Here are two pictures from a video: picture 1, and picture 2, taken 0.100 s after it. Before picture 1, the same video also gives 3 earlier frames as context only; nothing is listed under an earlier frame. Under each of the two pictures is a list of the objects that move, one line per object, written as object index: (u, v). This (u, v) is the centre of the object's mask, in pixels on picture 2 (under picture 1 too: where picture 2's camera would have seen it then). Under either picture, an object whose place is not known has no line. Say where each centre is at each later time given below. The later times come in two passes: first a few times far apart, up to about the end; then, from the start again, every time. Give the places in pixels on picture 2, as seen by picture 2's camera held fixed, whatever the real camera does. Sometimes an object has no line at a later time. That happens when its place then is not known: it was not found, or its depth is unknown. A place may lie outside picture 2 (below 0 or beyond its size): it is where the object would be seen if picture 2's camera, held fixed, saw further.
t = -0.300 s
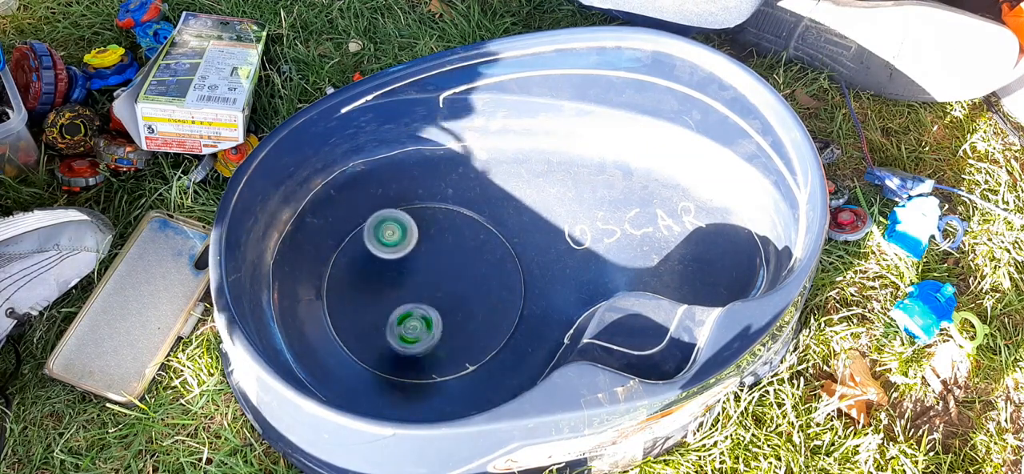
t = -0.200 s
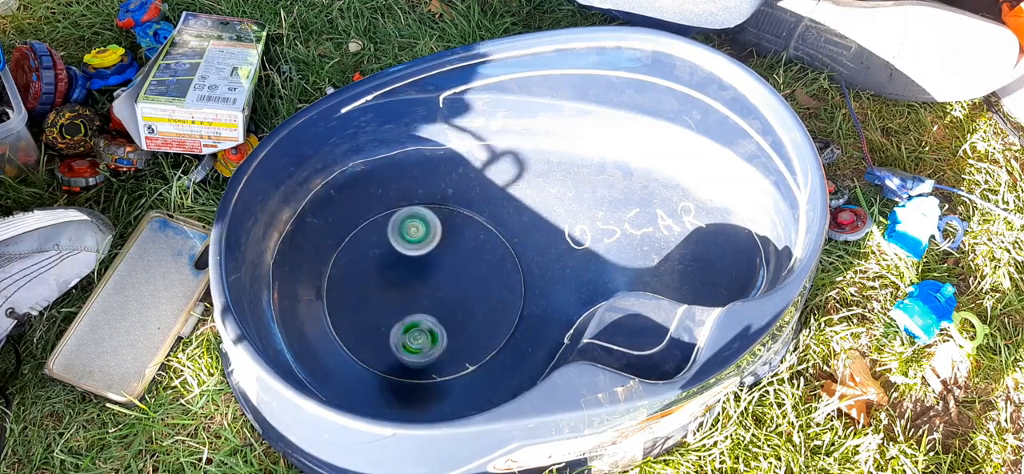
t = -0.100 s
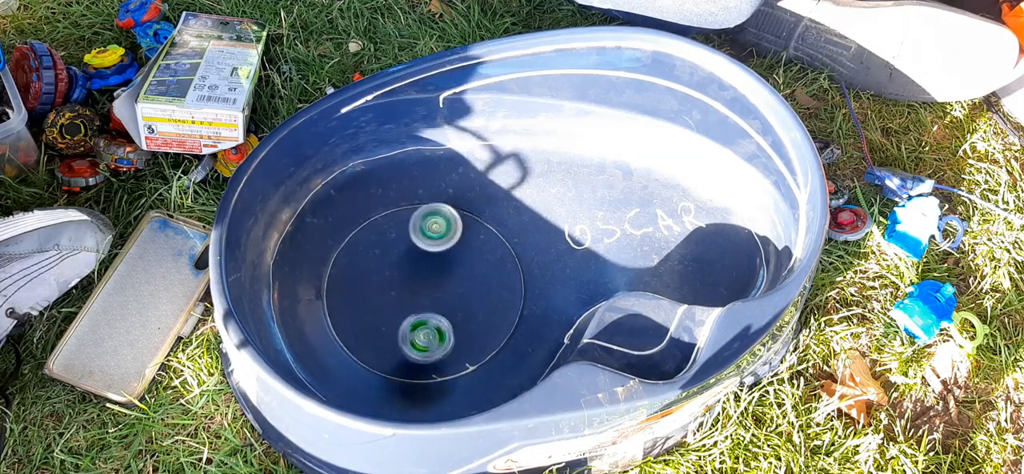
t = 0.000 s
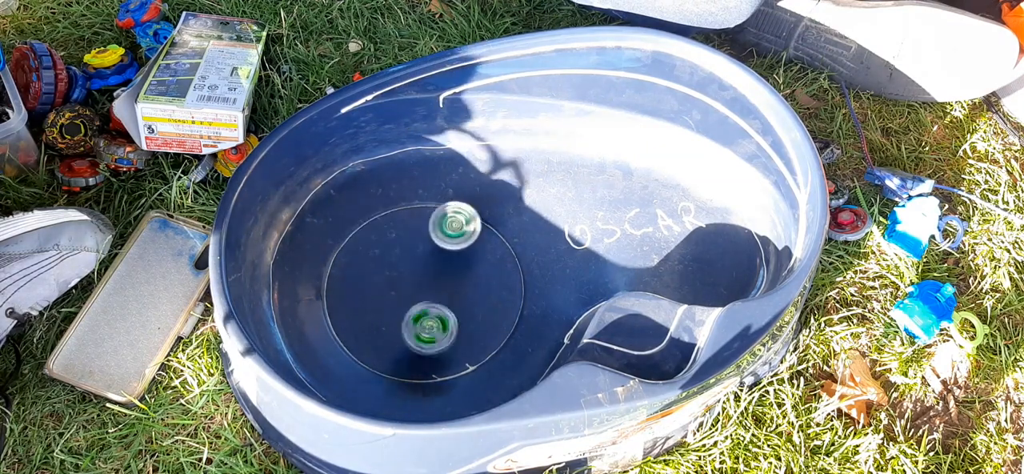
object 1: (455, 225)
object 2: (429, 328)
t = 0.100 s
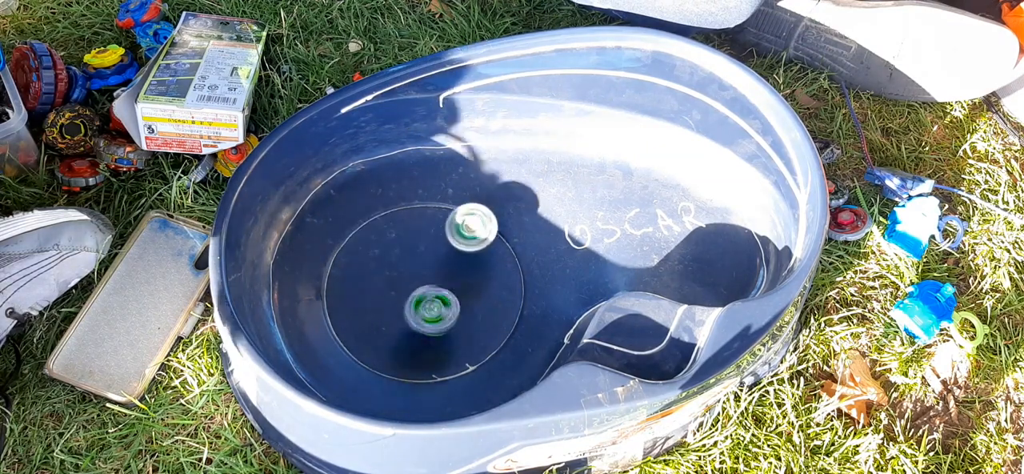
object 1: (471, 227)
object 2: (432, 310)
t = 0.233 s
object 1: (487, 236)
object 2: (428, 282)
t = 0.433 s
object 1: (493, 258)
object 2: (412, 242)
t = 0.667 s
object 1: (489, 287)
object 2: (384, 216)
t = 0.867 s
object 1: (488, 307)
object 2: (377, 230)
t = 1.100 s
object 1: (463, 319)
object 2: (386, 263)
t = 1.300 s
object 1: (443, 331)
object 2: (402, 281)
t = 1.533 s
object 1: (424, 322)
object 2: (405, 267)
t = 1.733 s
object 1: (417, 308)
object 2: (403, 255)
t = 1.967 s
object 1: (378, 314)
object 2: (413, 228)
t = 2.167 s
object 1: (369, 318)
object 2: (446, 193)
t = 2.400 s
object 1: (396, 307)
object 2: (459, 263)
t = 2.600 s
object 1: (385, 307)
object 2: (440, 291)
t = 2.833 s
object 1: (378, 297)
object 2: (431, 293)
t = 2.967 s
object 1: (376, 289)
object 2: (426, 302)
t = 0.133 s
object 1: (476, 228)
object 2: (432, 303)
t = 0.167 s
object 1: (480, 230)
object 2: (431, 297)
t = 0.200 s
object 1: (484, 233)
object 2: (430, 289)
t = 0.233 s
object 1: (487, 236)
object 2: (428, 282)
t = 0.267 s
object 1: (488, 240)
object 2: (426, 275)
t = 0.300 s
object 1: (491, 243)
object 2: (424, 267)
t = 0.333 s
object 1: (492, 246)
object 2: (421, 261)
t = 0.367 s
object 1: (493, 250)
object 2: (418, 254)
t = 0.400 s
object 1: (493, 254)
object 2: (415, 248)
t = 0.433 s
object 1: (493, 258)
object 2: (412, 242)
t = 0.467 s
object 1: (493, 261)
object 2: (409, 236)
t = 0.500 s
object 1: (493, 264)
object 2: (405, 231)
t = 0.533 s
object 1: (493, 269)
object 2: (402, 227)
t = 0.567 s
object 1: (493, 273)
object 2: (398, 223)
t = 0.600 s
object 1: (491, 278)
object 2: (393, 220)
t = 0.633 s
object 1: (490, 283)
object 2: (389, 218)
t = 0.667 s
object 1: (489, 287)
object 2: (384, 216)
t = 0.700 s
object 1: (489, 292)
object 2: (383, 216)
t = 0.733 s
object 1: (488, 295)
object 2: (380, 219)
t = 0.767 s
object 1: (487, 299)
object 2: (379, 220)
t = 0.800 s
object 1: (488, 302)
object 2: (379, 224)
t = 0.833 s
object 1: (487, 305)
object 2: (377, 228)
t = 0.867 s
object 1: (488, 307)
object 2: (377, 230)
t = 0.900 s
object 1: (486, 308)
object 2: (378, 235)
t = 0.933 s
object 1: (485, 310)
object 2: (377, 238)
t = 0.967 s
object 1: (483, 311)
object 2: (378, 241)
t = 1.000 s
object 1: (481, 314)
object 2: (379, 246)
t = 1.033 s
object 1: (477, 316)
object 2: (382, 252)
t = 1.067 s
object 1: (470, 318)
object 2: (384, 258)
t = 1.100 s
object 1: (463, 319)
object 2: (386, 263)
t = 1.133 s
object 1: (455, 319)
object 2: (390, 268)
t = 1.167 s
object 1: (449, 319)
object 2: (393, 274)
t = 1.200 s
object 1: (444, 319)
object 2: (397, 278)
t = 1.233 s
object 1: (440, 320)
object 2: (401, 283)
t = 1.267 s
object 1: (443, 326)
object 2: (400, 282)
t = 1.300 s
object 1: (443, 331)
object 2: (402, 281)
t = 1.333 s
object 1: (443, 334)
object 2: (401, 280)
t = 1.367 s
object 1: (440, 335)
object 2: (401, 279)
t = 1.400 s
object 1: (437, 334)
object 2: (402, 277)
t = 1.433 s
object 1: (433, 333)
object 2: (402, 275)
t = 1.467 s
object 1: (430, 330)
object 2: (404, 272)
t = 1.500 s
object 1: (426, 326)
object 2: (404, 270)
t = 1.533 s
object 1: (424, 322)
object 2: (405, 267)
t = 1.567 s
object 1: (422, 318)
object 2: (406, 265)
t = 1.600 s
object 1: (421, 315)
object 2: (406, 263)
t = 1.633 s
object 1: (419, 312)
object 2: (406, 261)
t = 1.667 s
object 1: (419, 310)
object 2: (405, 259)
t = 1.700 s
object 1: (417, 308)
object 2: (404, 258)
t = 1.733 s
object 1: (417, 308)
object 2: (403, 255)
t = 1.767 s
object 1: (415, 307)
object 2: (404, 254)
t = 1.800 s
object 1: (412, 308)
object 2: (403, 254)
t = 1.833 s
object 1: (407, 307)
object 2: (403, 252)
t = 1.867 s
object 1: (402, 306)
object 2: (402, 251)
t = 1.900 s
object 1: (396, 302)
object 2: (402, 251)
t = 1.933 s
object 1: (390, 303)
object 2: (403, 246)
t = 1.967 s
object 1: (378, 314)
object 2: (413, 228)
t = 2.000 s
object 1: (370, 321)
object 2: (419, 214)
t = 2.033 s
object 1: (364, 325)
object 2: (426, 200)
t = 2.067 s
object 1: (363, 324)
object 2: (432, 190)
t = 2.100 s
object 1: (363, 323)
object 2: (438, 186)
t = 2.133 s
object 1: (365, 320)
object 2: (443, 187)
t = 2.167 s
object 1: (369, 318)
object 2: (446, 193)
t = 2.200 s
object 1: (372, 316)
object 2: (446, 201)
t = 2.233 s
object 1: (377, 314)
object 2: (447, 209)
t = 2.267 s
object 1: (381, 313)
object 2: (448, 216)
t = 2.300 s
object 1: (385, 311)
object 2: (449, 228)
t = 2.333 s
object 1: (389, 310)
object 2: (454, 238)
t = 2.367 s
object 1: (392, 309)
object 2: (457, 250)
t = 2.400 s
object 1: (396, 307)
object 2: (459, 263)
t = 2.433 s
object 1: (398, 307)
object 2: (458, 275)
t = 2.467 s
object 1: (400, 305)
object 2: (451, 284)
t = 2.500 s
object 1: (396, 306)
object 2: (448, 291)
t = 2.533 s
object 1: (391, 307)
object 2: (446, 293)
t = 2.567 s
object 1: (388, 307)
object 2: (441, 293)
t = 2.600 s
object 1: (385, 307)
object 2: (440, 291)
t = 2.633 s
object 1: (383, 306)
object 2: (438, 291)
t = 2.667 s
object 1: (382, 305)
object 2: (436, 294)
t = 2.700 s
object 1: (380, 303)
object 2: (435, 295)
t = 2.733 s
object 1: (380, 302)
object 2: (433, 295)
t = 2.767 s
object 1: (378, 301)
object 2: (431, 294)
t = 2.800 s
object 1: (378, 299)
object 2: (431, 293)
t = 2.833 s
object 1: (378, 297)
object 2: (431, 293)
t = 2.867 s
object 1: (377, 295)
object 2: (429, 296)
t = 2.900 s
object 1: (377, 293)
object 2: (428, 298)
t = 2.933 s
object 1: (377, 292)
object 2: (428, 300)
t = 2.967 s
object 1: (376, 289)
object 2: (426, 302)
